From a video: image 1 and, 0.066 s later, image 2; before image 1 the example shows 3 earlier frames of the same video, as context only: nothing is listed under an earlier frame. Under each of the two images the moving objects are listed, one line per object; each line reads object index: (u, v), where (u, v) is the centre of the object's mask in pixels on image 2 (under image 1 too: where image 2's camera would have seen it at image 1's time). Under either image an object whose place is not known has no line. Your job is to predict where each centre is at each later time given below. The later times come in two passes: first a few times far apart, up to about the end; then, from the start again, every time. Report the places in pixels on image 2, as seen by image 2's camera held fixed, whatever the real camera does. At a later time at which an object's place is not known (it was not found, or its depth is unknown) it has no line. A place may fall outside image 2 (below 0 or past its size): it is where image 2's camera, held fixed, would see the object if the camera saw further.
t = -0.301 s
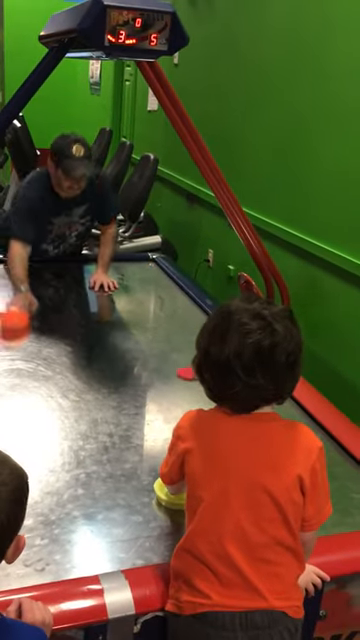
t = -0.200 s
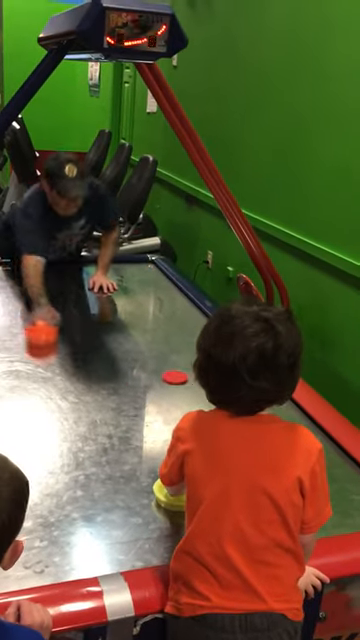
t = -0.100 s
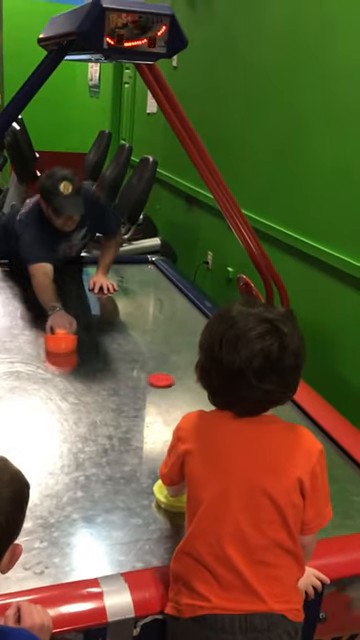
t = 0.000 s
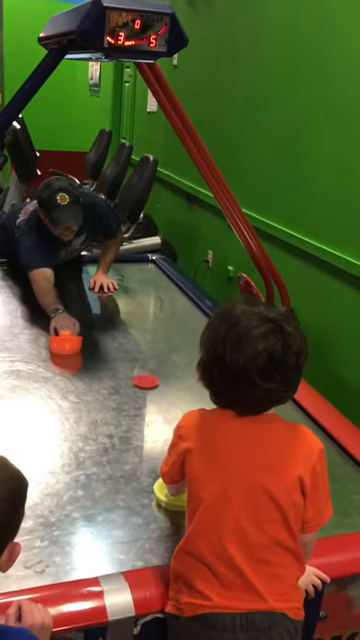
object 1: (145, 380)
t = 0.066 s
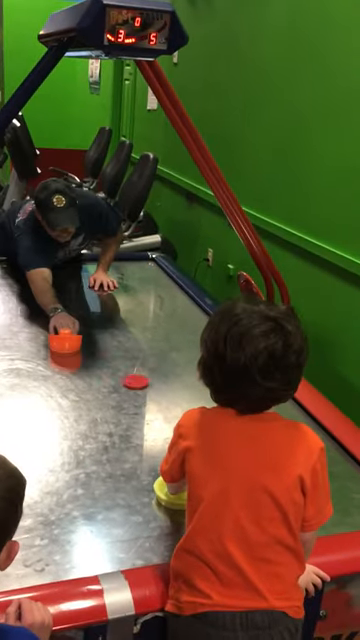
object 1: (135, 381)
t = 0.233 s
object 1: (109, 386)
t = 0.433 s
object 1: (79, 391)
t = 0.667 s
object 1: (44, 396)
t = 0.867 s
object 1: (14, 400)
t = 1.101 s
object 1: (25, 420)
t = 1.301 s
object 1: (56, 449)
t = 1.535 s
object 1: (94, 484)
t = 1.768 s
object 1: (138, 525)
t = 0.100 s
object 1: (130, 382)
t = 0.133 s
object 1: (124, 383)
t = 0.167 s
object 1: (120, 384)
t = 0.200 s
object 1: (114, 385)
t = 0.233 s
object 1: (109, 386)
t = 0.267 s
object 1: (104, 387)
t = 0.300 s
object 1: (98, 388)
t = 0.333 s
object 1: (94, 388)
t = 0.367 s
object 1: (89, 389)
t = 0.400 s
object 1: (84, 390)
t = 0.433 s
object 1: (79, 391)
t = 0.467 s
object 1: (74, 391)
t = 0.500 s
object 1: (69, 392)
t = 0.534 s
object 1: (64, 393)
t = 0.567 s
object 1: (59, 394)
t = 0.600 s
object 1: (54, 394)
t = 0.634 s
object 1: (49, 395)
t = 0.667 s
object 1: (44, 396)
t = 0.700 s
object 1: (39, 396)
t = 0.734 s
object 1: (34, 397)
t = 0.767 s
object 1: (29, 398)
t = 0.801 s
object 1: (24, 398)
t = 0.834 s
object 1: (19, 399)
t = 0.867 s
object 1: (14, 400)
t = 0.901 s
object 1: (11, 401)
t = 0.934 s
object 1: (9, 401)
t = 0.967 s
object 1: (9, 402)
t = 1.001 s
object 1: (11, 406)
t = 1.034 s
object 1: (14, 411)
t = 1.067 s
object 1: (19, 416)
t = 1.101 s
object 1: (25, 420)
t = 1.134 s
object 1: (30, 425)
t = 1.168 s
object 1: (35, 429)
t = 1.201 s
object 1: (40, 434)
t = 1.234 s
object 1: (45, 439)
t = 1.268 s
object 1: (50, 444)
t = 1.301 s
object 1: (56, 449)
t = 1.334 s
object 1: (61, 453)
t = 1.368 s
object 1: (66, 459)
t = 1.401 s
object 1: (72, 464)
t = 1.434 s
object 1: (77, 469)
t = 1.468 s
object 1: (83, 473)
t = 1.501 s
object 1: (88, 479)
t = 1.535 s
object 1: (94, 484)
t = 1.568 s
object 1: (100, 489)
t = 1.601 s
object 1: (106, 495)
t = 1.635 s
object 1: (112, 501)
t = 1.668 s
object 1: (118, 507)
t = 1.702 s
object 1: (124, 513)
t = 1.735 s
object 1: (131, 519)
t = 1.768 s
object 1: (138, 525)
